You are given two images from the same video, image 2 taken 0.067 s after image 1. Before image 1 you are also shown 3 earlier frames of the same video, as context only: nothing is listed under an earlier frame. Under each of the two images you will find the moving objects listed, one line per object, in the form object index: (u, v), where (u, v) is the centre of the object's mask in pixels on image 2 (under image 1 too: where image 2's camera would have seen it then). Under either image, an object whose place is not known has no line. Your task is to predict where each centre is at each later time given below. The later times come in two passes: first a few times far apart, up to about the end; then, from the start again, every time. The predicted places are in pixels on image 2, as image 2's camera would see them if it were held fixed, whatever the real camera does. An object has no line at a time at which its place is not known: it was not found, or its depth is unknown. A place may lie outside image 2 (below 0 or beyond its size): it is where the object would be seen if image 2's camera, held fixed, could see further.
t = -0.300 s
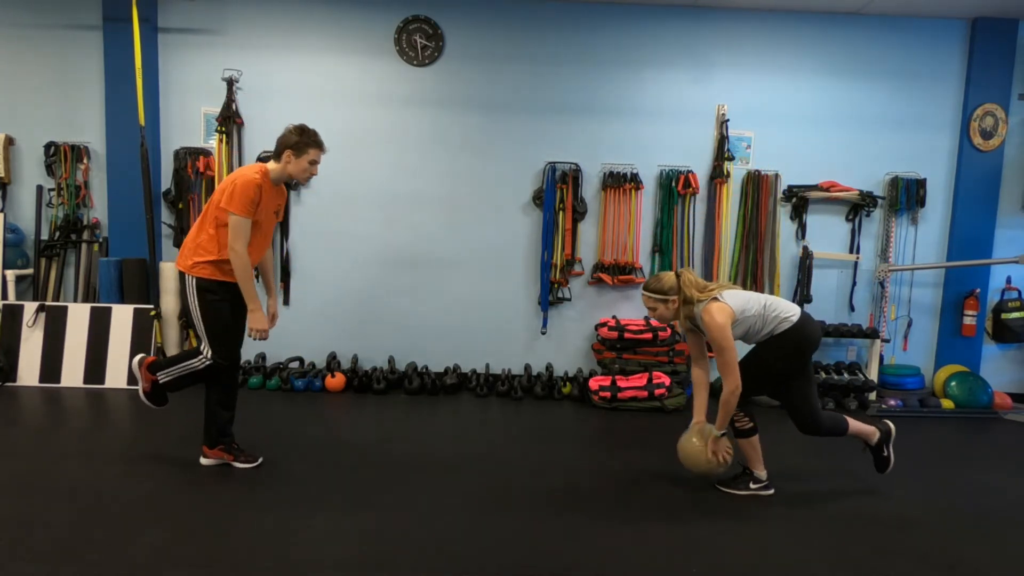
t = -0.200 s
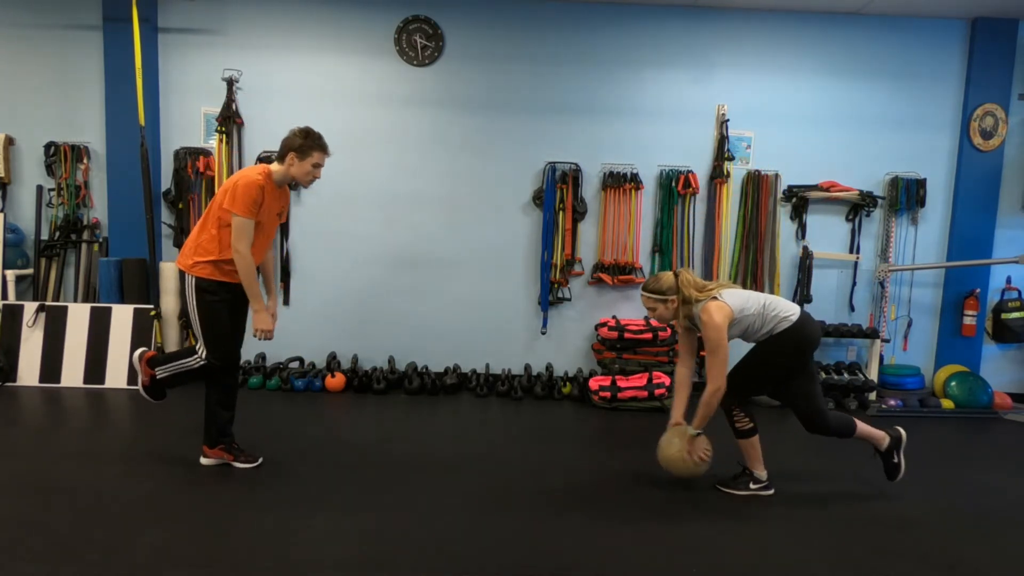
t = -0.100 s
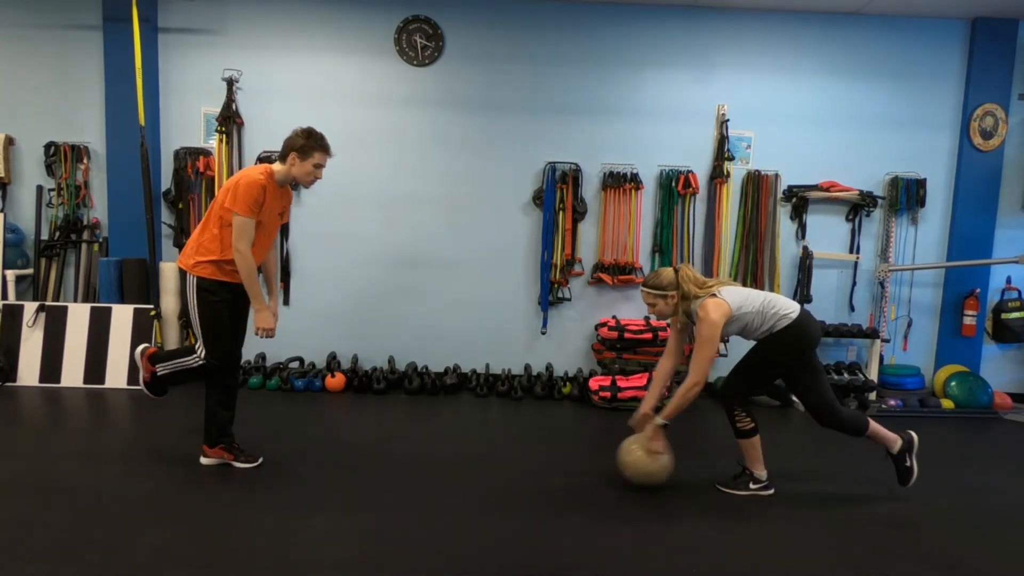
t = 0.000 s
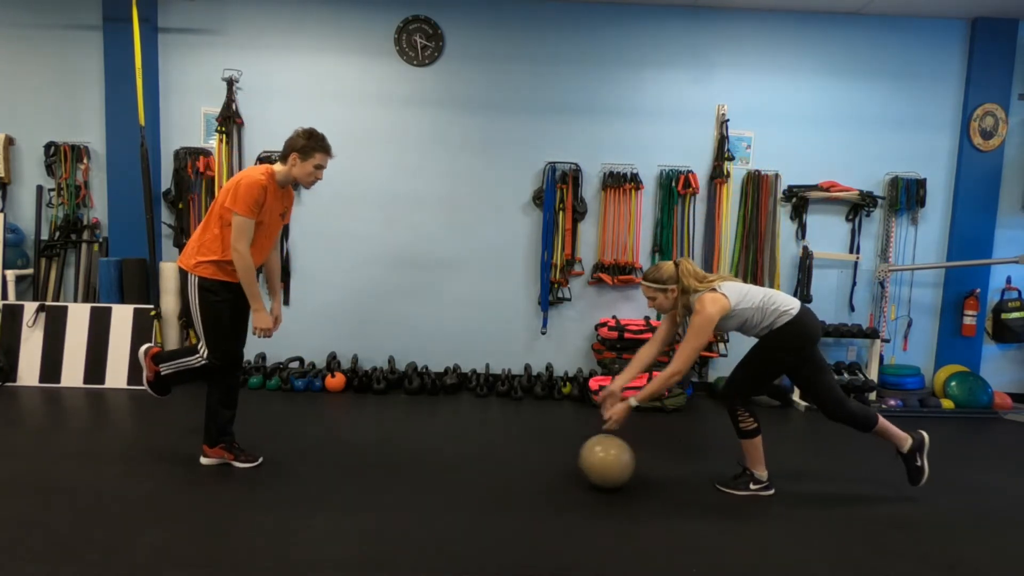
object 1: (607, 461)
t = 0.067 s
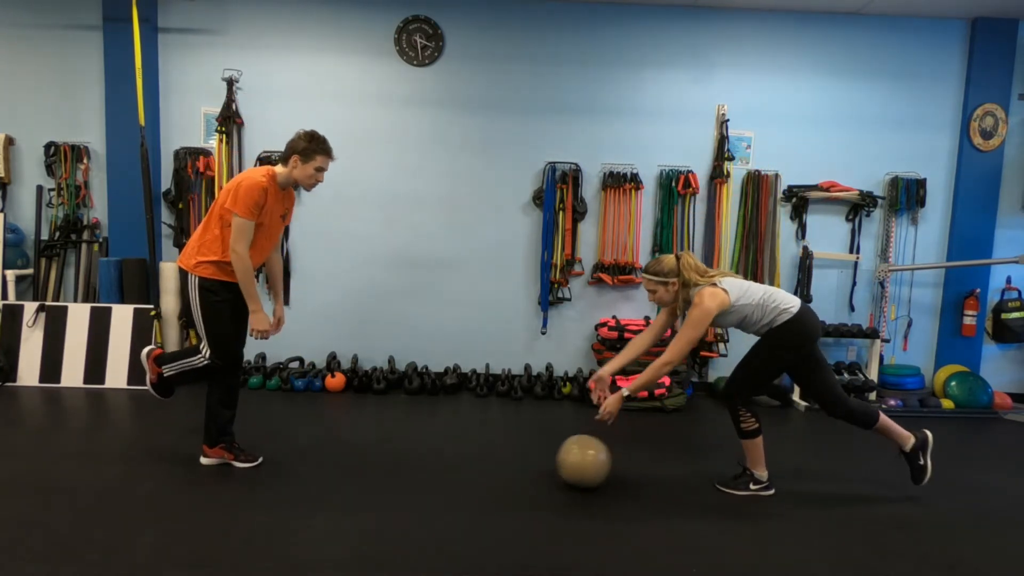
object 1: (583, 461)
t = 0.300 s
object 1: (496, 457)
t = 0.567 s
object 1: (416, 452)
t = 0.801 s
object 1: (353, 447)
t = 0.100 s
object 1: (572, 462)
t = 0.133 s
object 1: (559, 460)
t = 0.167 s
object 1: (547, 459)
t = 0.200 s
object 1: (534, 460)
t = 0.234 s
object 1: (522, 460)
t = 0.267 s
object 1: (509, 457)
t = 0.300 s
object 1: (496, 457)
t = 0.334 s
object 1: (484, 457)
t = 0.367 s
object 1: (473, 455)
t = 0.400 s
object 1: (463, 455)
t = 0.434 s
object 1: (453, 455)
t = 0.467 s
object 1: (443, 454)
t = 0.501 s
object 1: (434, 452)
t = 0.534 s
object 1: (425, 452)
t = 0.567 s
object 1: (416, 452)
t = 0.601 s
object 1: (407, 452)
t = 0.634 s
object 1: (398, 449)
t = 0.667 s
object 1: (389, 448)
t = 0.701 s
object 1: (380, 449)
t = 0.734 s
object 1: (371, 450)
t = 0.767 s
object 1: (362, 448)
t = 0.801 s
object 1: (353, 447)
